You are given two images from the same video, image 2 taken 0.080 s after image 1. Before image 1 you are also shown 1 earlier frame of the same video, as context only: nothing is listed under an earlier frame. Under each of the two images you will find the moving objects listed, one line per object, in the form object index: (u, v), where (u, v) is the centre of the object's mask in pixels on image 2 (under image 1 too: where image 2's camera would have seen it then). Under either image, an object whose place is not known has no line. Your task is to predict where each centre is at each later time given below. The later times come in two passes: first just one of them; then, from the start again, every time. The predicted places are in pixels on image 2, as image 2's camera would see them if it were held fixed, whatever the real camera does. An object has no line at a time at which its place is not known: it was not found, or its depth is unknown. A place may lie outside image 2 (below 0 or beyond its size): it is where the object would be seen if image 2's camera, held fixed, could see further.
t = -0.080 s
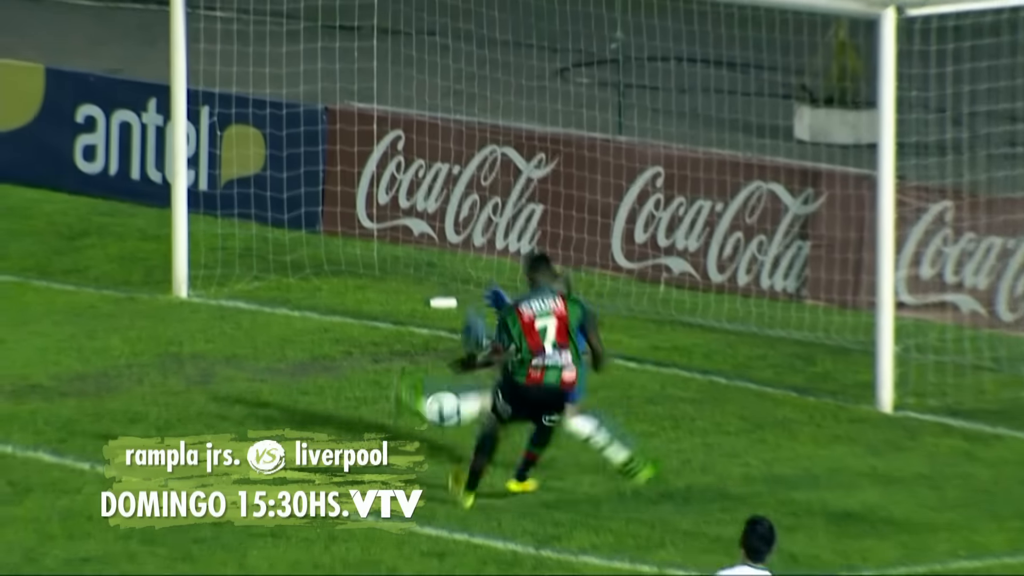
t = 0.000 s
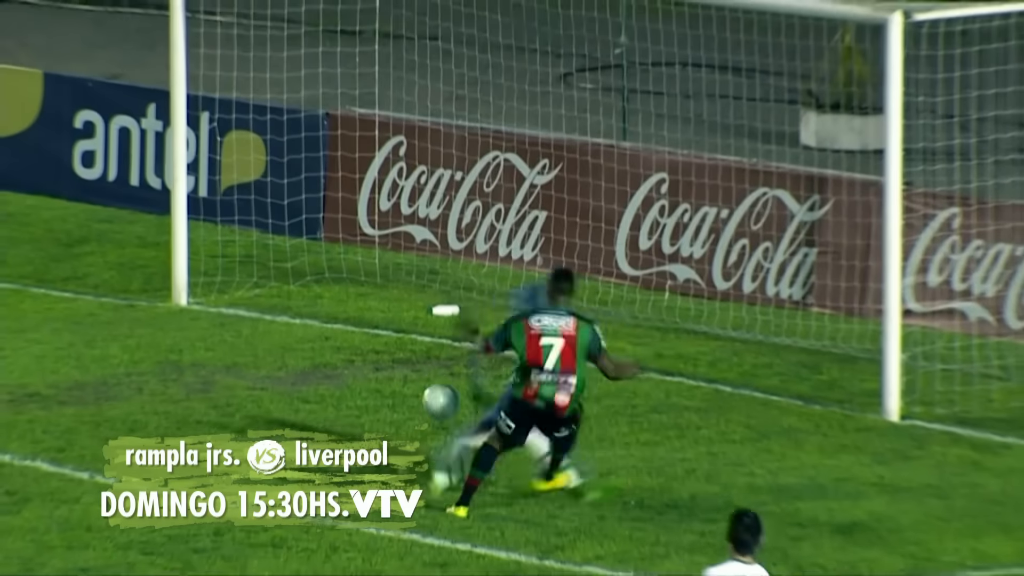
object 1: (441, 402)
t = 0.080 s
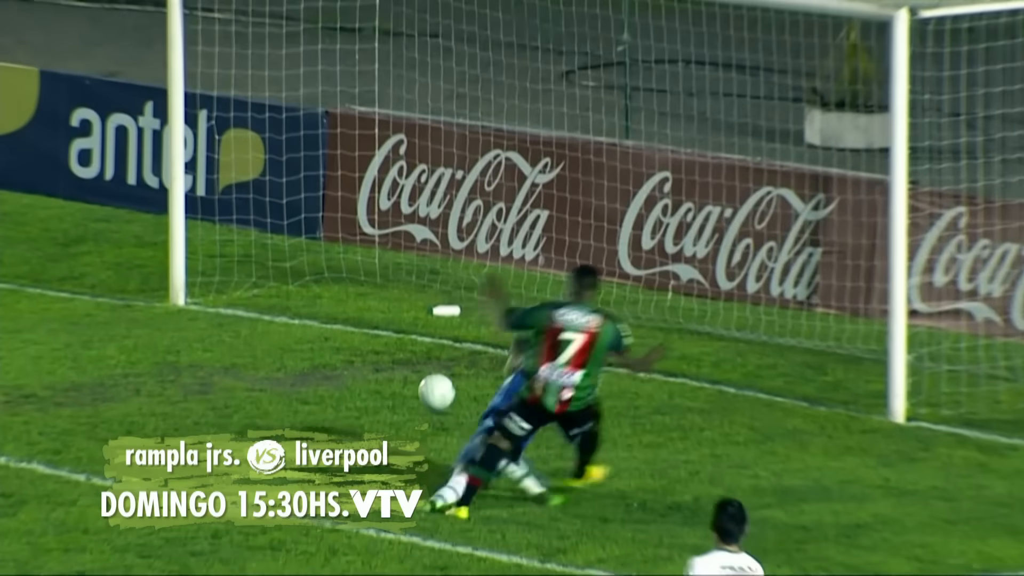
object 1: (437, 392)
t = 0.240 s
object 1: (429, 392)
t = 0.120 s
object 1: (434, 388)
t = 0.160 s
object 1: (432, 388)
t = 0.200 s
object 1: (430, 389)
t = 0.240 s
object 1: (429, 392)
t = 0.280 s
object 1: (427, 397)
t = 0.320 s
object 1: (425, 386)
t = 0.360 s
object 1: (424, 375)
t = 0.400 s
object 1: (420, 356)
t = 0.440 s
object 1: (420, 347)
